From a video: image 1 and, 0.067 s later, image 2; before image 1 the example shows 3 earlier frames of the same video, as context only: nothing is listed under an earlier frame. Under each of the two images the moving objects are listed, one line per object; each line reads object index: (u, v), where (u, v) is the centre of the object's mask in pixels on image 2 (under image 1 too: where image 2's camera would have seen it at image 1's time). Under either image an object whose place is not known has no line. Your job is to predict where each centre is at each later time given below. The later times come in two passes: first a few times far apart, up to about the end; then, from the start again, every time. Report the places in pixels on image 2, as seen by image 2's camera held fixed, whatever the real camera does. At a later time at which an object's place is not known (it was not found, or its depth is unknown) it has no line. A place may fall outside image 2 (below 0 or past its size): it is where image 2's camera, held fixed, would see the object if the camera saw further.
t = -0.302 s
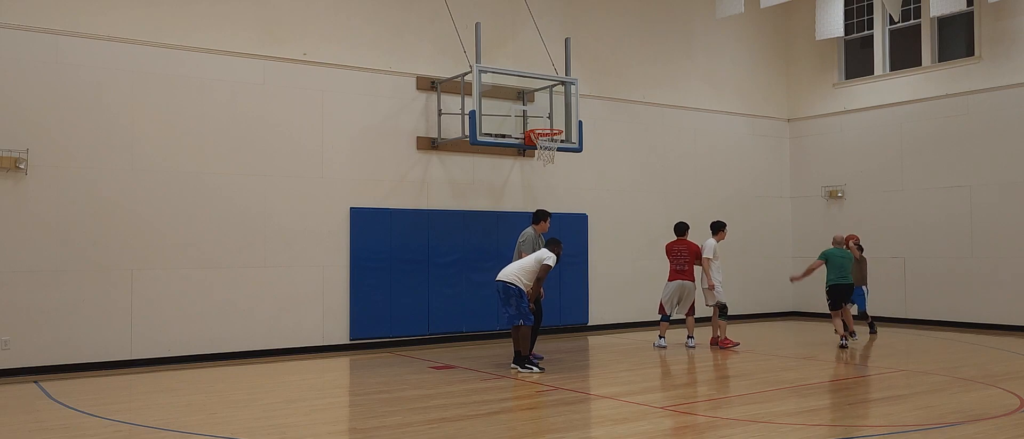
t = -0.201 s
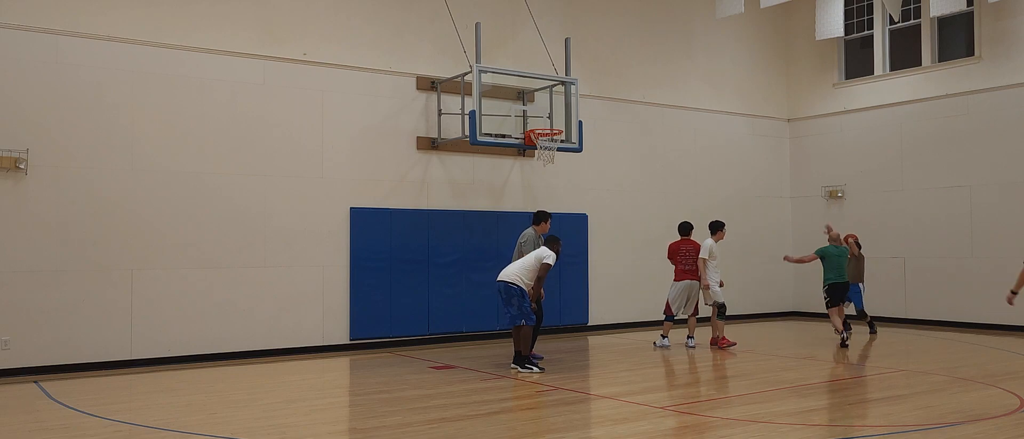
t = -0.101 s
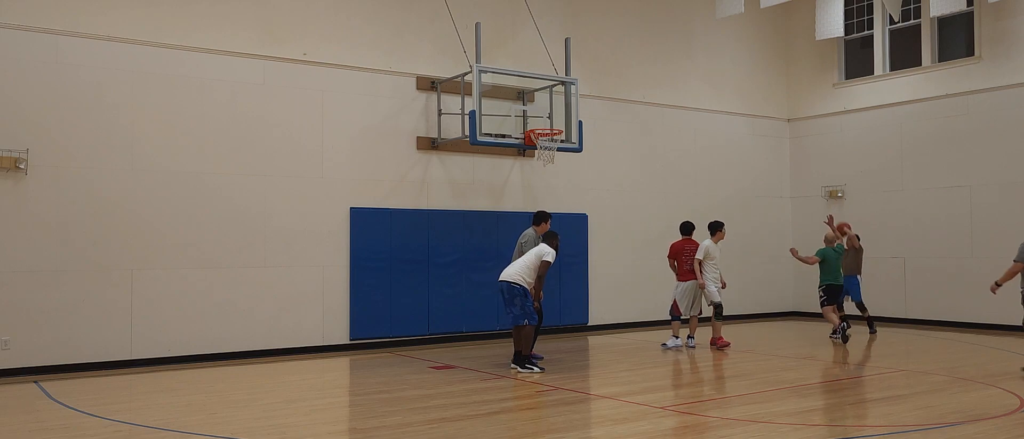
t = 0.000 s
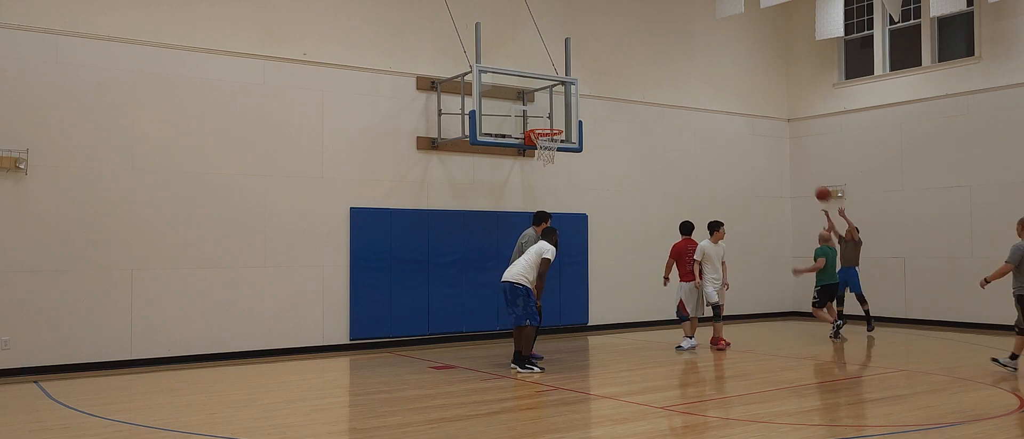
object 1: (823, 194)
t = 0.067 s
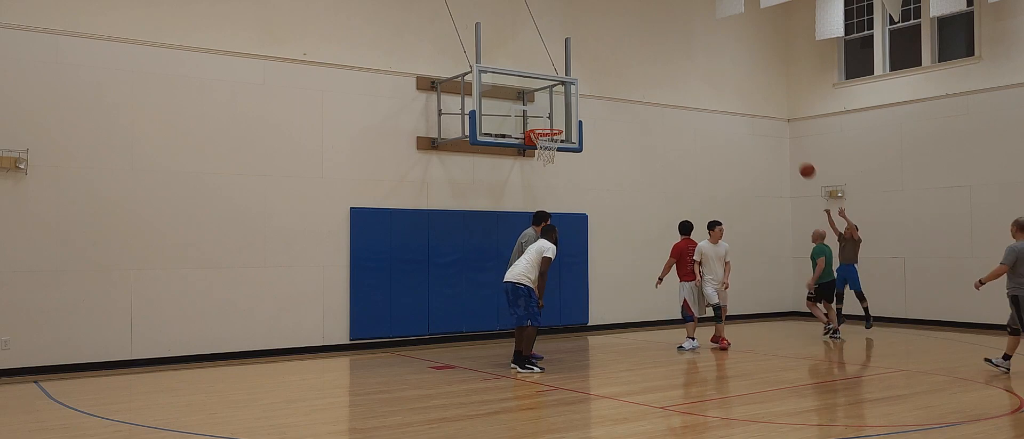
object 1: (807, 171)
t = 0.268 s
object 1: (759, 114)
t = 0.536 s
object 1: (695, 75)
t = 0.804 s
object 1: (628, 79)
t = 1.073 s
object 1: (565, 122)
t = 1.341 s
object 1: (586, 78)
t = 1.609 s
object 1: (607, 83)
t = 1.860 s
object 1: (627, 130)
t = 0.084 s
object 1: (803, 165)
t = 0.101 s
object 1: (799, 160)
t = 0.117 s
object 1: (795, 154)
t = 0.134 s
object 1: (792, 150)
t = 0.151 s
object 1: (788, 145)
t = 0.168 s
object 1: (784, 140)
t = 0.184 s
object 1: (780, 135)
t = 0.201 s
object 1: (776, 131)
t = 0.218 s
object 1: (772, 126)
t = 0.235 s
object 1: (767, 122)
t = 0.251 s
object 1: (763, 118)
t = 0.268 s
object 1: (759, 114)
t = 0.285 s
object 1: (756, 110)
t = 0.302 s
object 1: (752, 107)
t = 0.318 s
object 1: (748, 103)
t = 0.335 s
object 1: (744, 100)
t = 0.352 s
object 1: (740, 97)
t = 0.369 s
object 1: (735, 94)
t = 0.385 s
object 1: (731, 91)
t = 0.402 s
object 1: (727, 89)
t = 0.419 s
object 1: (723, 86)
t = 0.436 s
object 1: (719, 84)
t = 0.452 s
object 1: (715, 82)
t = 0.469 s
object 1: (711, 80)
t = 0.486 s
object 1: (707, 79)
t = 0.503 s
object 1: (703, 77)
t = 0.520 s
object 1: (699, 76)
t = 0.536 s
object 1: (695, 75)
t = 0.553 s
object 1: (691, 74)
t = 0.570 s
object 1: (686, 73)
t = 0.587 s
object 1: (682, 72)
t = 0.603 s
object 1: (678, 72)
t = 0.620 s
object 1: (674, 71)
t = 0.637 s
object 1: (670, 71)
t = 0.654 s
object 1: (666, 71)
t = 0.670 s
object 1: (661, 71)
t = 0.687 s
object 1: (657, 72)
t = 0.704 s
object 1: (653, 72)
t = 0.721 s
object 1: (649, 73)
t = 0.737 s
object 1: (645, 74)
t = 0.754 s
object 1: (641, 75)
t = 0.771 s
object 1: (636, 76)
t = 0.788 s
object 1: (632, 78)
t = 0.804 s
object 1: (628, 79)
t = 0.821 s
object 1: (624, 81)
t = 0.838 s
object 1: (619, 83)
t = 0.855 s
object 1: (615, 86)
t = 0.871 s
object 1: (611, 88)
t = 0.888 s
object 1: (606, 91)
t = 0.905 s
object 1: (602, 93)
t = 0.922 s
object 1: (597, 96)
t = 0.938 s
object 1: (593, 100)
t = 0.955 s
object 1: (589, 103)
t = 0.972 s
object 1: (584, 107)
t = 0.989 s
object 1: (580, 111)
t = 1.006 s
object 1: (576, 115)
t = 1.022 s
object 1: (571, 119)
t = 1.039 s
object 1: (566, 124)
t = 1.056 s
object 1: (564, 125)
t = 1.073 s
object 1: (565, 122)
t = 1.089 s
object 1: (567, 118)
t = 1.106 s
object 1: (568, 114)
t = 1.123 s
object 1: (569, 110)
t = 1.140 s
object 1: (571, 106)
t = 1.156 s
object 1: (572, 103)
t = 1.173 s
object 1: (573, 100)
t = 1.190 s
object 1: (575, 97)
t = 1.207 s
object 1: (576, 94)
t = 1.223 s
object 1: (577, 91)
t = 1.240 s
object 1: (579, 89)
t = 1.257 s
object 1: (580, 86)
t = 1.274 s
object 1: (581, 84)
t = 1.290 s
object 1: (582, 82)
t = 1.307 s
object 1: (584, 81)
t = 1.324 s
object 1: (585, 79)
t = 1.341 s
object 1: (586, 78)
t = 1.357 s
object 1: (588, 77)
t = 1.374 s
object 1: (589, 76)
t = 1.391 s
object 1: (590, 75)
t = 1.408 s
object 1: (591, 75)
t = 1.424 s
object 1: (593, 75)
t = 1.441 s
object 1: (594, 74)
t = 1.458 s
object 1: (595, 74)
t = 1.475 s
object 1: (597, 75)
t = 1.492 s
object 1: (598, 75)
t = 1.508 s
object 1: (599, 76)
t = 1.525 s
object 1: (601, 76)
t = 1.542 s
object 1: (602, 77)
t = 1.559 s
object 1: (603, 79)
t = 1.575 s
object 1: (604, 80)
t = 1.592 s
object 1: (606, 81)
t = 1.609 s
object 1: (607, 83)
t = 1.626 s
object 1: (608, 85)
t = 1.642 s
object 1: (610, 87)
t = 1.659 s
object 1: (611, 89)
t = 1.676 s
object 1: (612, 92)
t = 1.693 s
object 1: (614, 94)
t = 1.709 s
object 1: (615, 97)
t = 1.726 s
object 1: (616, 100)
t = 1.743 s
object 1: (618, 103)
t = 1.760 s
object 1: (619, 107)
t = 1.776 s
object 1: (620, 110)
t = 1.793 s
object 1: (621, 114)
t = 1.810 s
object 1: (623, 118)
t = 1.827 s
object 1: (624, 121)
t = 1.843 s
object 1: (625, 126)
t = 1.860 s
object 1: (627, 130)
